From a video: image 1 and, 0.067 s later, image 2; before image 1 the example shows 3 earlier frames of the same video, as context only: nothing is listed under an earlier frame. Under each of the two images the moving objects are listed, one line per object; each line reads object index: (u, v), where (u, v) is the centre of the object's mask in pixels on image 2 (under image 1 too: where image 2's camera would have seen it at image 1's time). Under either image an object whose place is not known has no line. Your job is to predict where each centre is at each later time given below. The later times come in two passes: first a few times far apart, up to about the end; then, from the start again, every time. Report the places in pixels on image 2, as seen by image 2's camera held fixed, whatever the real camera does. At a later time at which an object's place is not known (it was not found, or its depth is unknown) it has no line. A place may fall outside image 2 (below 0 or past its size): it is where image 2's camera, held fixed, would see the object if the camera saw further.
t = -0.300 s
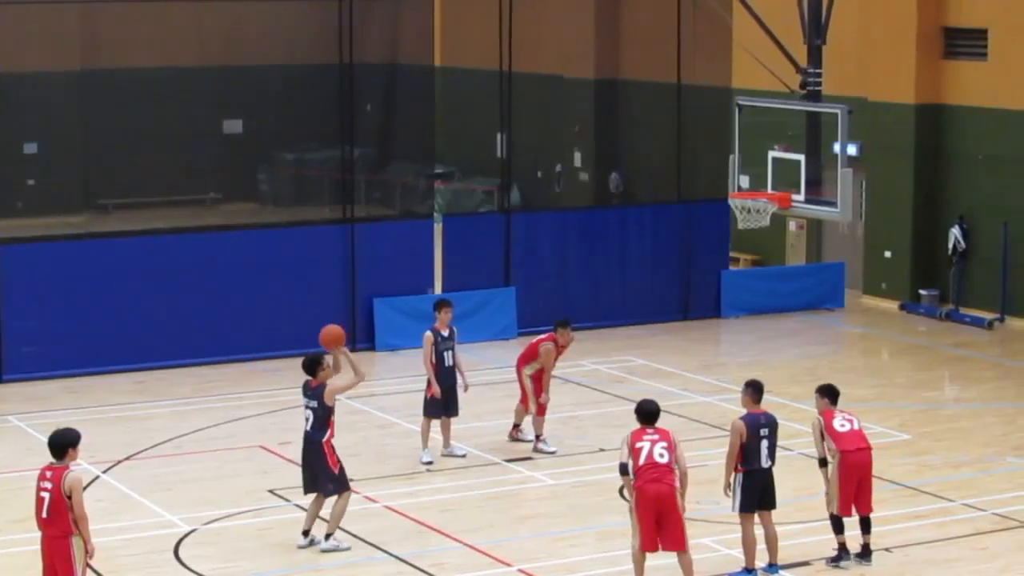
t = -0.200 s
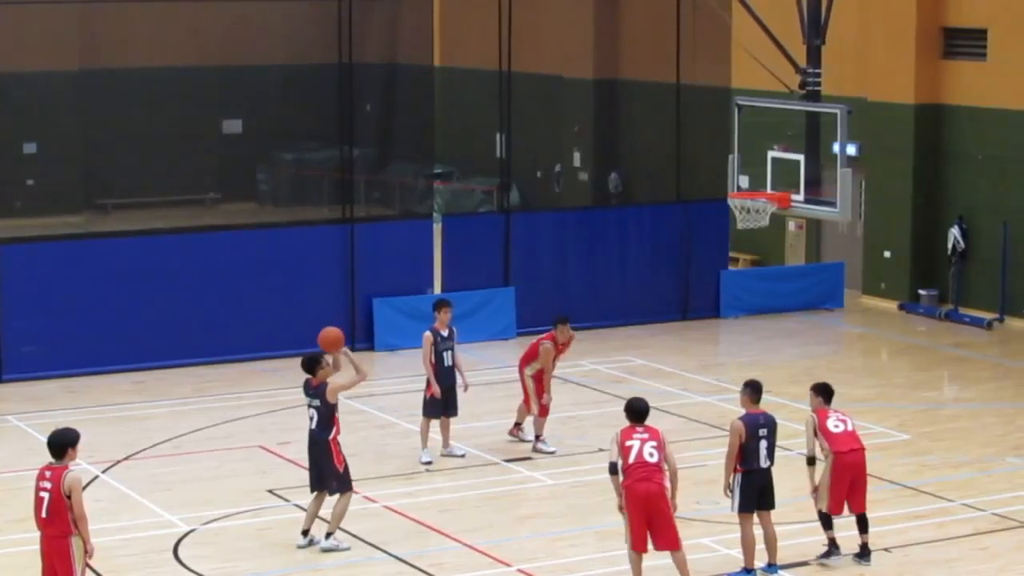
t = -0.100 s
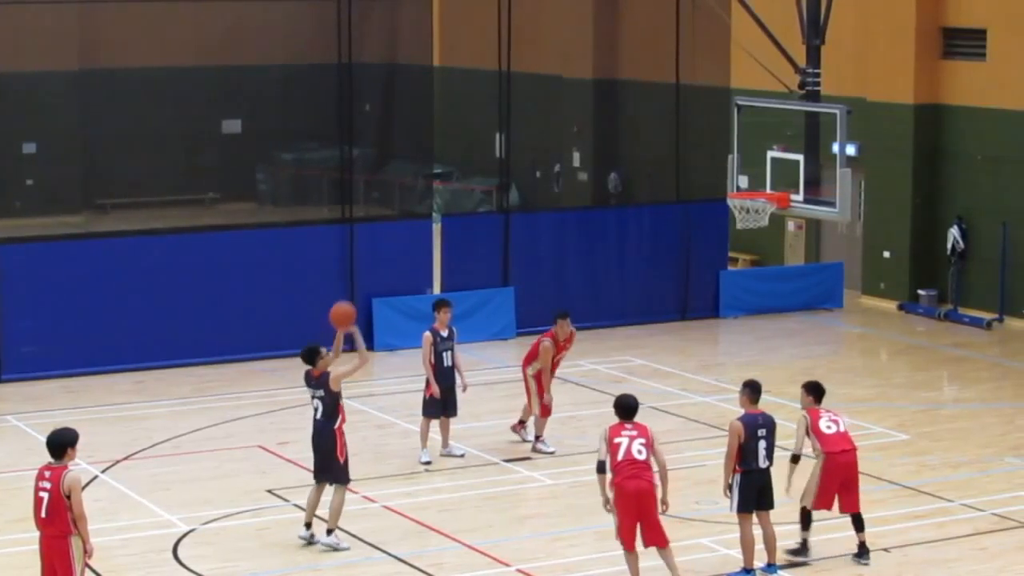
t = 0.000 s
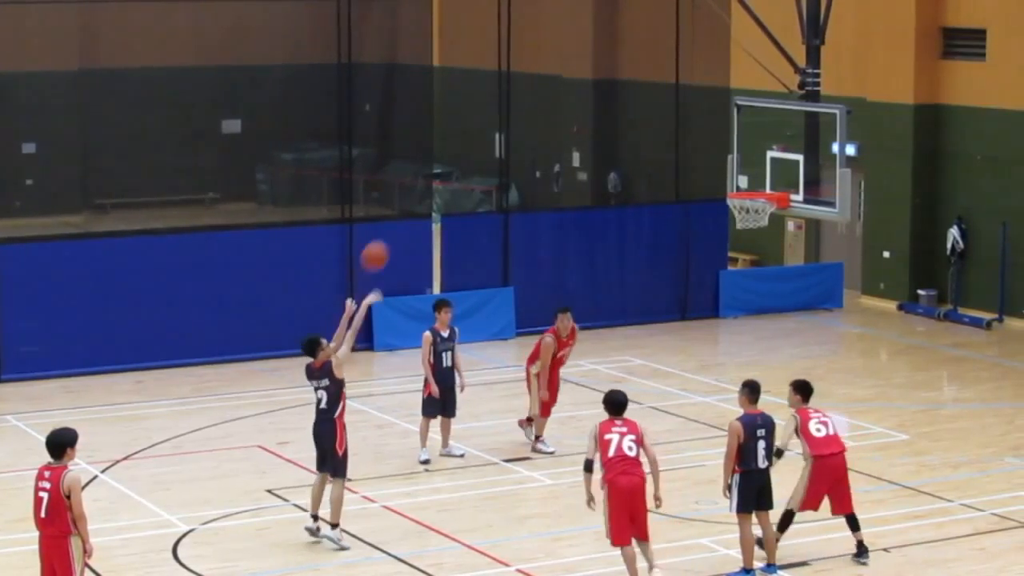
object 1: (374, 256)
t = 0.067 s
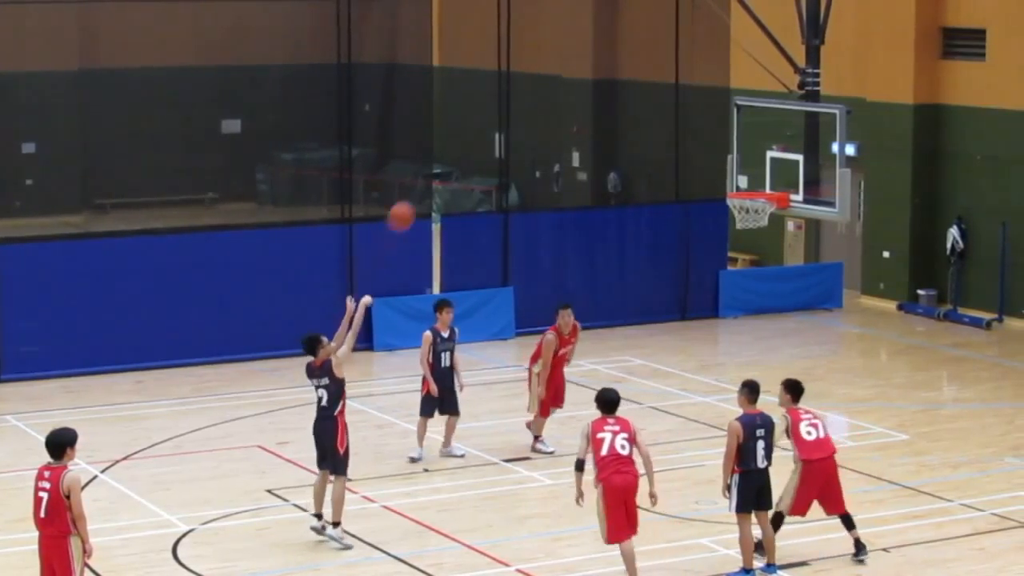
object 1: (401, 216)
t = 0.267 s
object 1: (478, 128)
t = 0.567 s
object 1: (589, 77)
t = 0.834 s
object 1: (681, 108)
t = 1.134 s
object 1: (769, 215)
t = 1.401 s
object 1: (770, 315)
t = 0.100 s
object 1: (414, 199)
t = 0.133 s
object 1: (427, 182)
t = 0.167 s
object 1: (440, 166)
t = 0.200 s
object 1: (453, 153)
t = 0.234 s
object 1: (466, 140)
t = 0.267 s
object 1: (478, 128)
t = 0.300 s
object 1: (491, 118)
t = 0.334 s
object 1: (504, 108)
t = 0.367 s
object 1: (516, 100)
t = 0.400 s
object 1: (529, 94)
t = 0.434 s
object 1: (541, 88)
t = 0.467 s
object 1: (553, 84)
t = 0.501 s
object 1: (565, 80)
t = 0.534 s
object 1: (577, 78)
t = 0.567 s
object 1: (589, 77)
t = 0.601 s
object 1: (601, 77)
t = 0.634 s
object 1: (613, 78)
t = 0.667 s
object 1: (624, 80)
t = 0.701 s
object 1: (636, 83)
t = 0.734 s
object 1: (648, 88)
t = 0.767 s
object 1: (659, 94)
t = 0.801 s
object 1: (670, 100)
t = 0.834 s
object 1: (681, 108)
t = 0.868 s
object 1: (692, 116)
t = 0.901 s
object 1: (703, 127)
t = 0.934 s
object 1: (714, 137)
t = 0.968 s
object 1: (724, 148)
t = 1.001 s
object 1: (735, 160)
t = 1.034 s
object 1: (746, 175)
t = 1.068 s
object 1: (755, 185)
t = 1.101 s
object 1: (767, 207)
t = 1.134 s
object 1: (769, 215)
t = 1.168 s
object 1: (769, 225)
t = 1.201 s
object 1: (769, 235)
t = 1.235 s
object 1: (769, 246)
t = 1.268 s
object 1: (769, 257)
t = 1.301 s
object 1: (770, 270)
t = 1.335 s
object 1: (770, 285)
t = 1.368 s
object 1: (770, 300)
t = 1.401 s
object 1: (770, 315)
